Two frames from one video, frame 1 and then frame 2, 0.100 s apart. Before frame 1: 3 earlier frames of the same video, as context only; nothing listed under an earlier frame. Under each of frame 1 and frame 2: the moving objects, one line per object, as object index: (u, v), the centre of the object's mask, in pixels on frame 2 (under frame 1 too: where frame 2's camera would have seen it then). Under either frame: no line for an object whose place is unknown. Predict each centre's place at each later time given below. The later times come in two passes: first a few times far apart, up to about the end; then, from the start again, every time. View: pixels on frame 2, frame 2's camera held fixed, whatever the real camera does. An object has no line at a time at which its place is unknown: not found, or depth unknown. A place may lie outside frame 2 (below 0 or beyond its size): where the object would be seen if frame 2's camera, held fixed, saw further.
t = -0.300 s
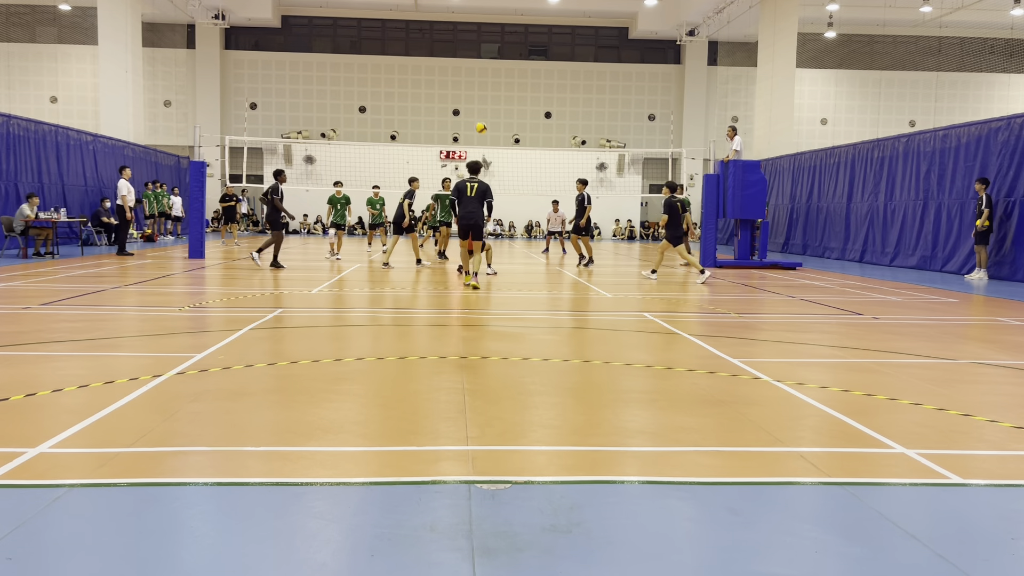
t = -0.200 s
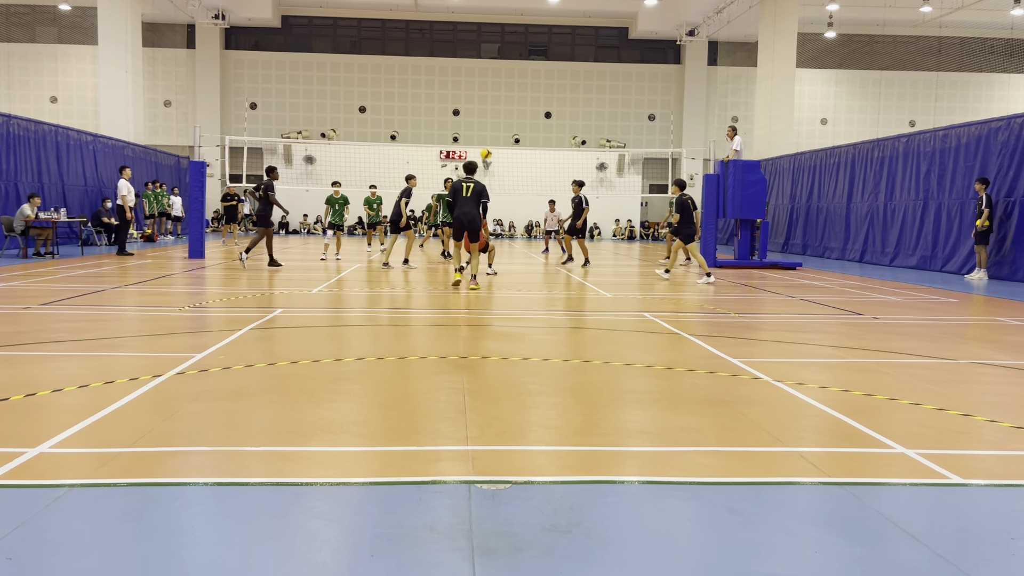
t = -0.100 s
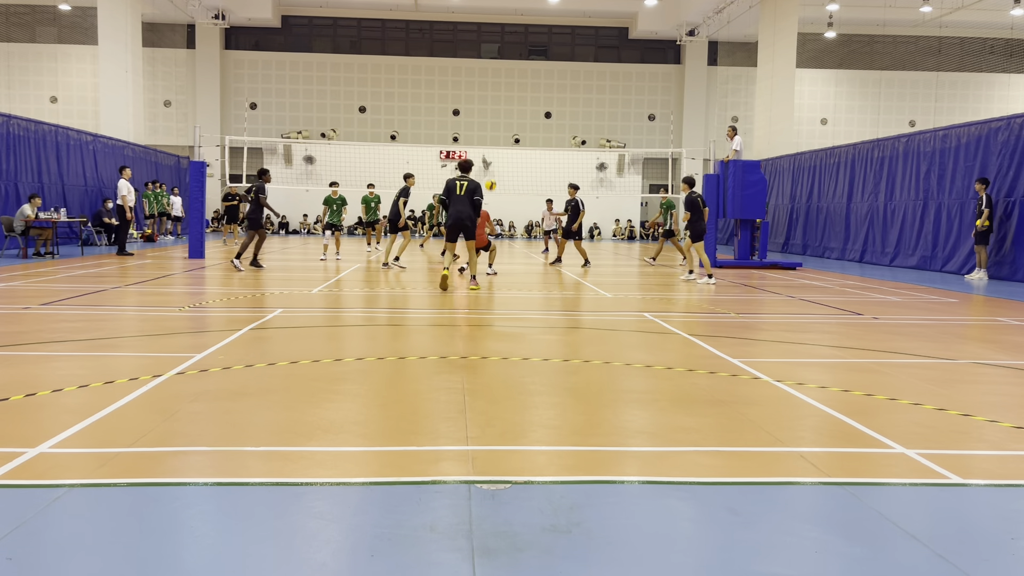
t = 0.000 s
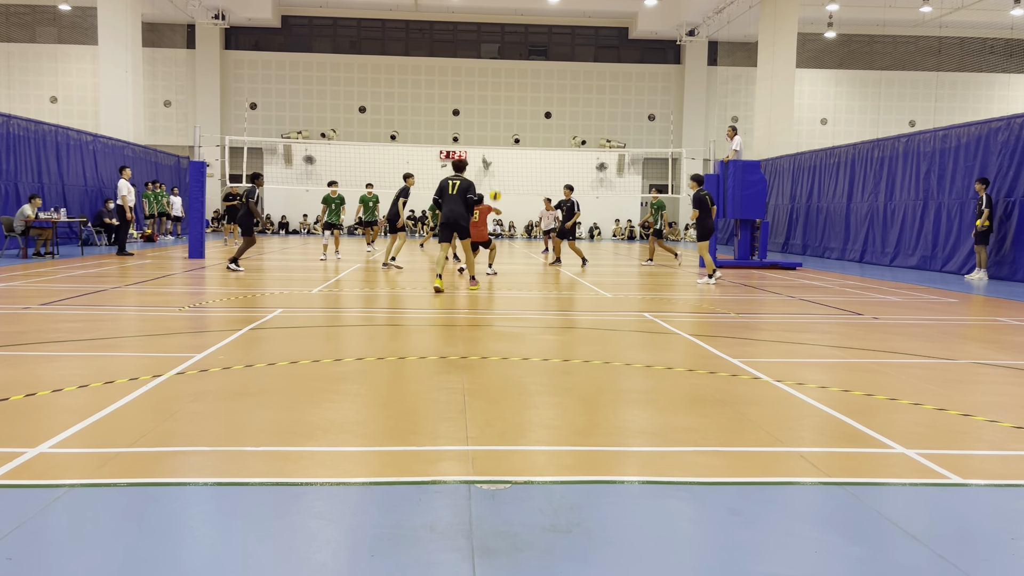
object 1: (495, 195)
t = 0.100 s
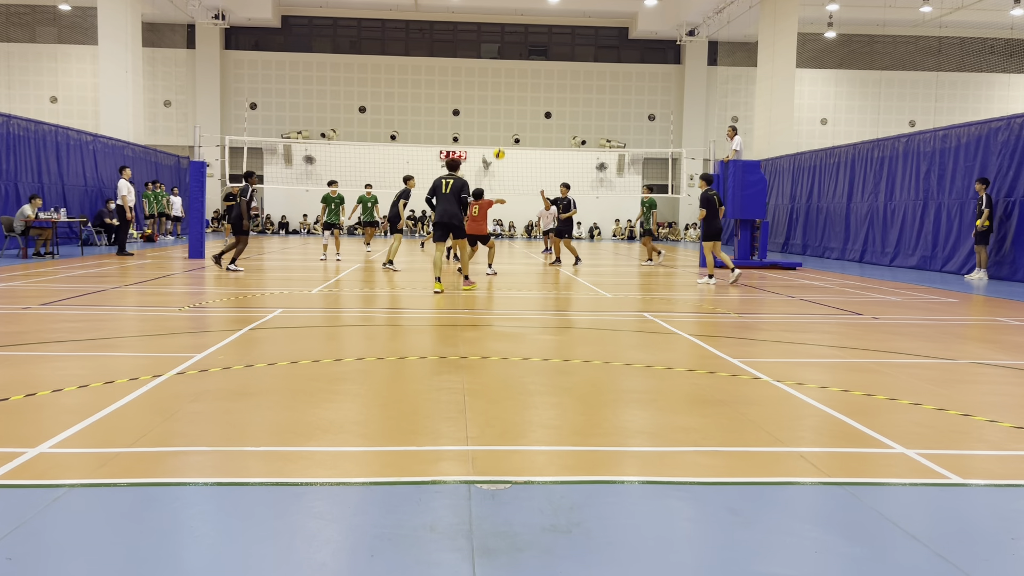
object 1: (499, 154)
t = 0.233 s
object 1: (504, 107)
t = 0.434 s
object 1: (510, 58)
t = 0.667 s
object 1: (516, 31)
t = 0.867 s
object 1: (520, 32)
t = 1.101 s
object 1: (524, 58)
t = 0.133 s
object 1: (500, 141)
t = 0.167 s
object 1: (501, 129)
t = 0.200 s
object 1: (503, 118)
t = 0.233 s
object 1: (504, 107)
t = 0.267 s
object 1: (505, 97)
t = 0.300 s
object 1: (506, 88)
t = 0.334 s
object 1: (507, 80)
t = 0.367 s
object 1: (508, 72)
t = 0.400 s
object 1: (509, 65)
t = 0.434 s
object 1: (510, 58)
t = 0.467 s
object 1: (511, 53)
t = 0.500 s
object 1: (512, 48)
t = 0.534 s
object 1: (513, 43)
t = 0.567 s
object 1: (514, 39)
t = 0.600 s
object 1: (514, 36)
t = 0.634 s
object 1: (515, 33)
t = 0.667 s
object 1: (516, 31)
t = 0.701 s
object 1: (517, 30)
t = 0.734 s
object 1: (518, 29)
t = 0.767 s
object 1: (518, 29)
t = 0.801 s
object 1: (519, 29)
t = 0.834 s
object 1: (520, 30)
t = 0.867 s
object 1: (520, 32)
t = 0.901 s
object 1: (521, 34)
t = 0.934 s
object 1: (522, 36)
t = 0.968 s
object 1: (522, 40)
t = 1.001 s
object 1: (523, 43)
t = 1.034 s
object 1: (523, 48)
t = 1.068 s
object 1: (524, 53)
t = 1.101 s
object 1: (524, 58)
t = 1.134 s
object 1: (525, 64)
